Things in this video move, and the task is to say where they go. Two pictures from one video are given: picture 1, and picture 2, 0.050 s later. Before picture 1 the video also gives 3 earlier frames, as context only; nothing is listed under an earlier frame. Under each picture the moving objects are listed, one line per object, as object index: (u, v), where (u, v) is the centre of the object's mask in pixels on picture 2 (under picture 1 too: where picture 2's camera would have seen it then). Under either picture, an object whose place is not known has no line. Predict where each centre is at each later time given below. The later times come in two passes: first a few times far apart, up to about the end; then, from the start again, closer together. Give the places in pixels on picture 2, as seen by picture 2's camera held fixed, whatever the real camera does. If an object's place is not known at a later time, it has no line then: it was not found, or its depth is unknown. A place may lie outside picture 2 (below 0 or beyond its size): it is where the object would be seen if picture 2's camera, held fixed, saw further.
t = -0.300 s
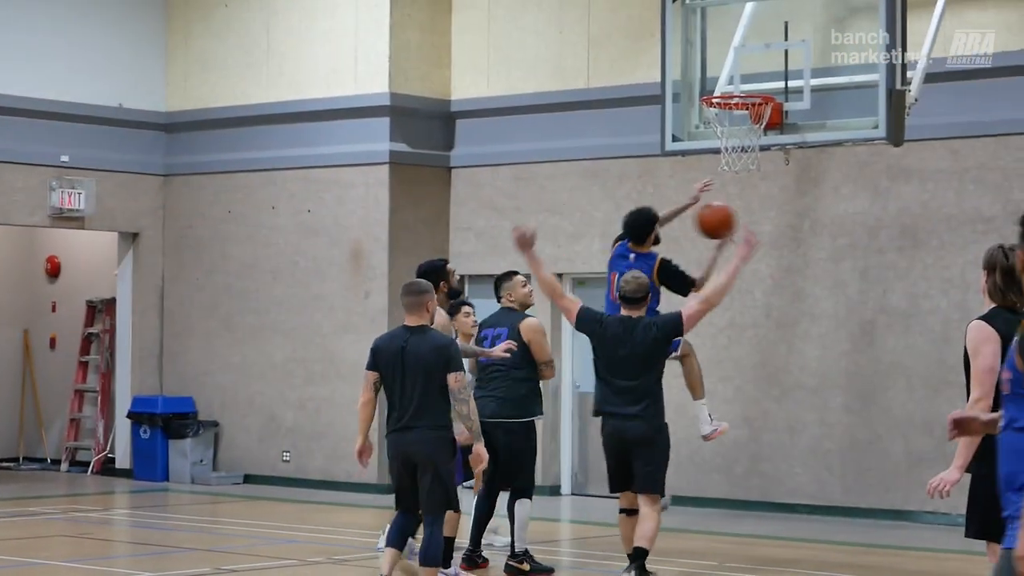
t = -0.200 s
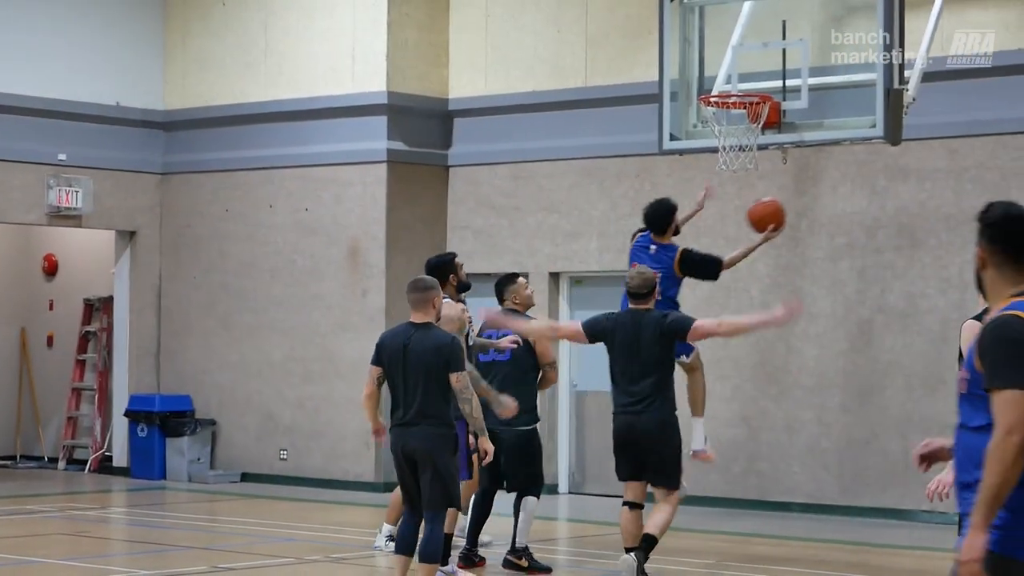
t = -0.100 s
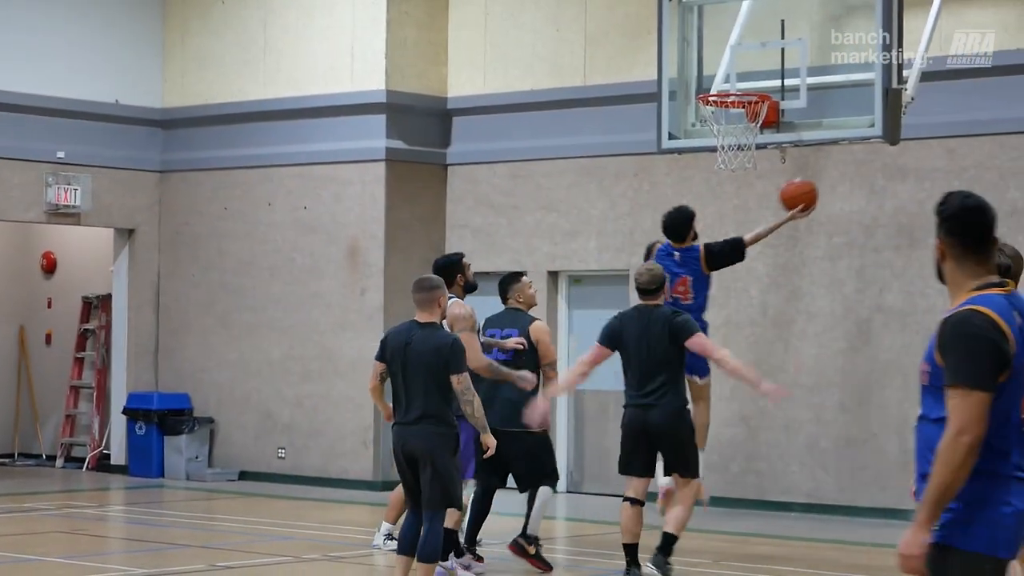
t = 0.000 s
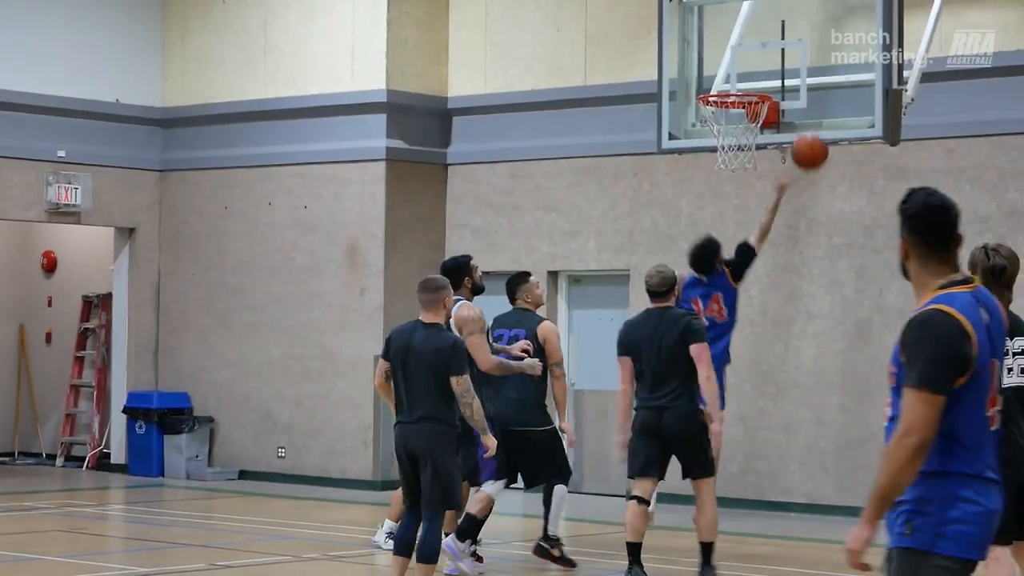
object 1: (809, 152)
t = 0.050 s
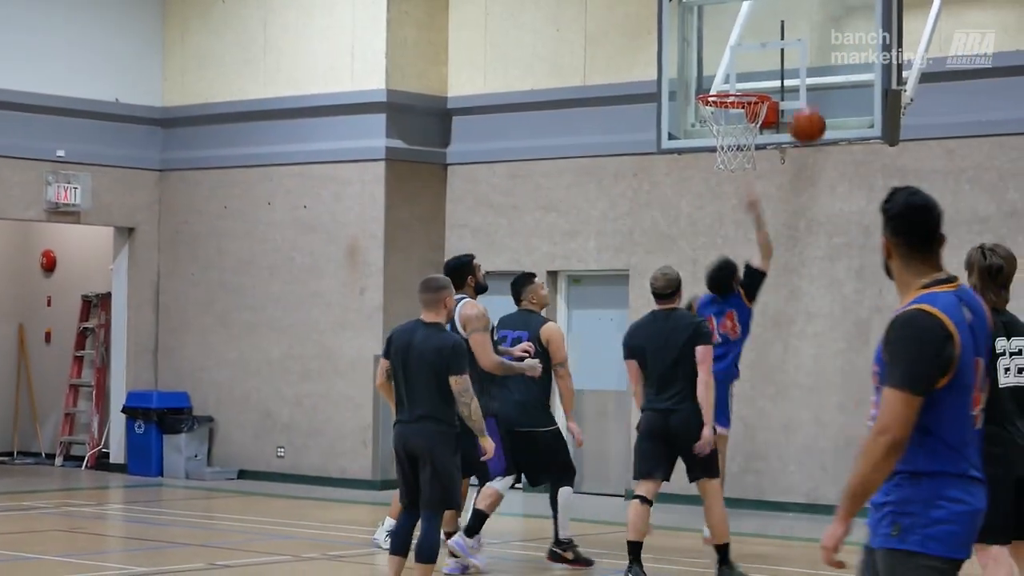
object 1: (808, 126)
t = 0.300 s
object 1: (799, 55)
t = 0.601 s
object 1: (751, 58)
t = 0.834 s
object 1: (711, 143)
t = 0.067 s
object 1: (807, 118)
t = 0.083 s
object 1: (806, 111)
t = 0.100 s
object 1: (806, 104)
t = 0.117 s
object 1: (805, 98)
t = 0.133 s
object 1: (805, 92)
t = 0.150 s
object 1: (805, 86)
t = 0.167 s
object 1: (804, 81)
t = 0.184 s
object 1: (803, 76)
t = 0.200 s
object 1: (803, 71)
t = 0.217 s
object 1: (802, 68)
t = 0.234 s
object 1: (801, 64)
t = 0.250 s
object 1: (801, 61)
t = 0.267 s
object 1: (800, 59)
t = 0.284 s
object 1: (800, 56)
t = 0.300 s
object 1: (799, 55)
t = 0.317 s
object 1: (799, 53)
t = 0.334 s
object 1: (797, 51)
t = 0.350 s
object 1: (794, 49)
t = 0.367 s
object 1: (791, 46)
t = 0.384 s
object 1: (788, 44)
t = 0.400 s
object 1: (785, 43)
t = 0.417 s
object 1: (782, 42)
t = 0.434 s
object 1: (780, 40)
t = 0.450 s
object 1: (777, 41)
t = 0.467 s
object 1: (774, 38)
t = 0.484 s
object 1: (771, 40)
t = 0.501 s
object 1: (769, 41)
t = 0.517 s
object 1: (765, 43)
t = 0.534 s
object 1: (762, 45)
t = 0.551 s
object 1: (759, 48)
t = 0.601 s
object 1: (751, 58)
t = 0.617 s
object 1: (748, 61)
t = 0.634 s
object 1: (744, 66)
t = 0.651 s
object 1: (742, 72)
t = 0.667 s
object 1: (738, 77)
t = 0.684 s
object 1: (734, 81)
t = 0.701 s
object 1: (731, 90)
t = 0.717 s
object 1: (727, 96)
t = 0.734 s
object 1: (725, 105)
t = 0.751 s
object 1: (720, 112)
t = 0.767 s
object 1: (718, 119)
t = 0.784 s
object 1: (716, 126)
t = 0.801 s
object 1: (713, 133)
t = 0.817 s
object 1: (712, 139)
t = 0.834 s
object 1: (711, 143)
